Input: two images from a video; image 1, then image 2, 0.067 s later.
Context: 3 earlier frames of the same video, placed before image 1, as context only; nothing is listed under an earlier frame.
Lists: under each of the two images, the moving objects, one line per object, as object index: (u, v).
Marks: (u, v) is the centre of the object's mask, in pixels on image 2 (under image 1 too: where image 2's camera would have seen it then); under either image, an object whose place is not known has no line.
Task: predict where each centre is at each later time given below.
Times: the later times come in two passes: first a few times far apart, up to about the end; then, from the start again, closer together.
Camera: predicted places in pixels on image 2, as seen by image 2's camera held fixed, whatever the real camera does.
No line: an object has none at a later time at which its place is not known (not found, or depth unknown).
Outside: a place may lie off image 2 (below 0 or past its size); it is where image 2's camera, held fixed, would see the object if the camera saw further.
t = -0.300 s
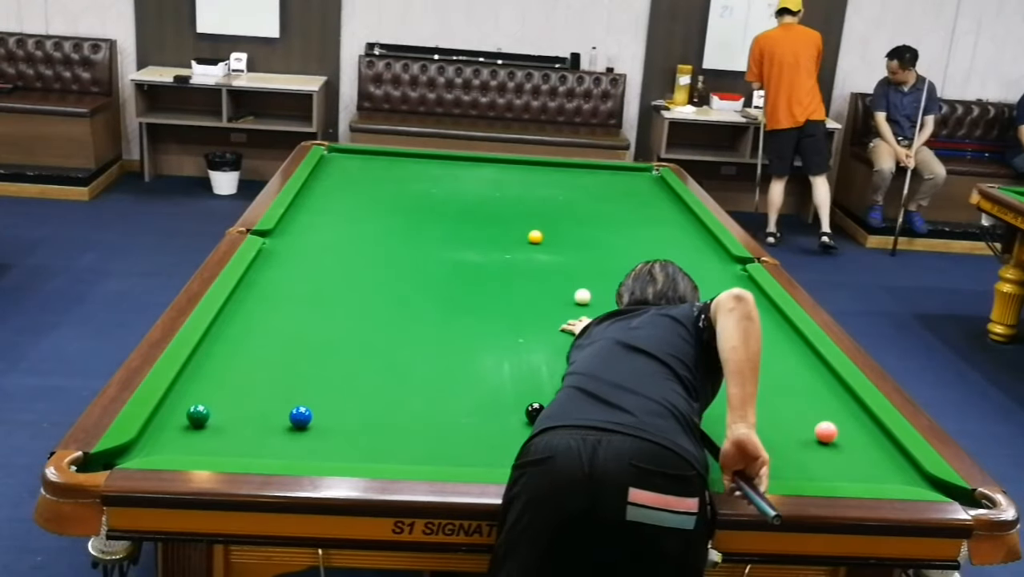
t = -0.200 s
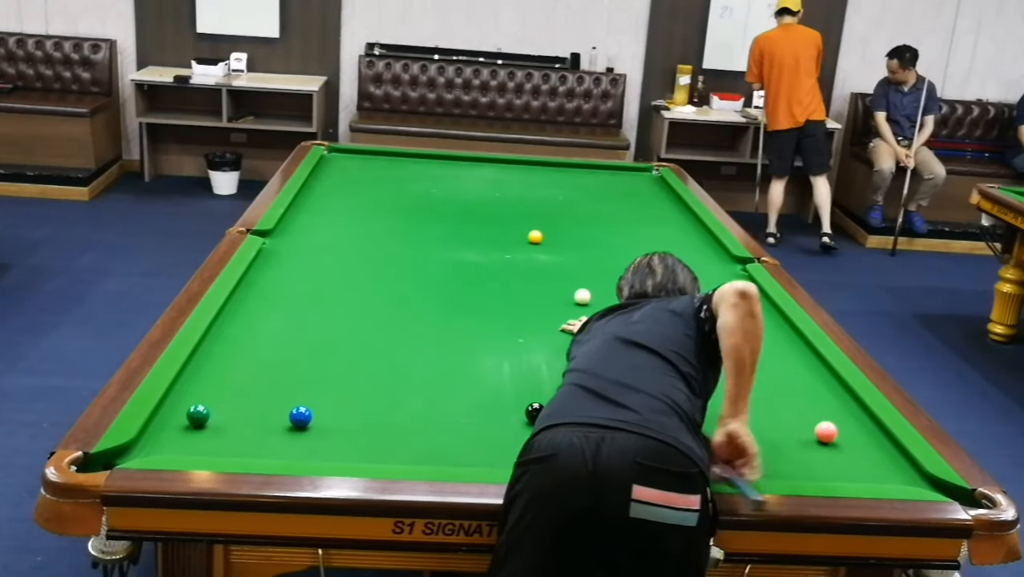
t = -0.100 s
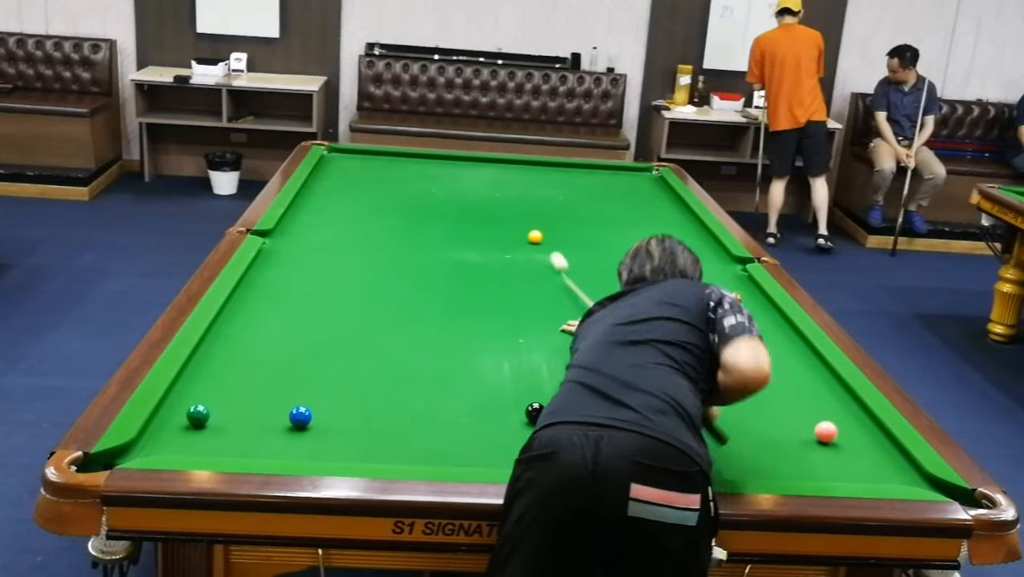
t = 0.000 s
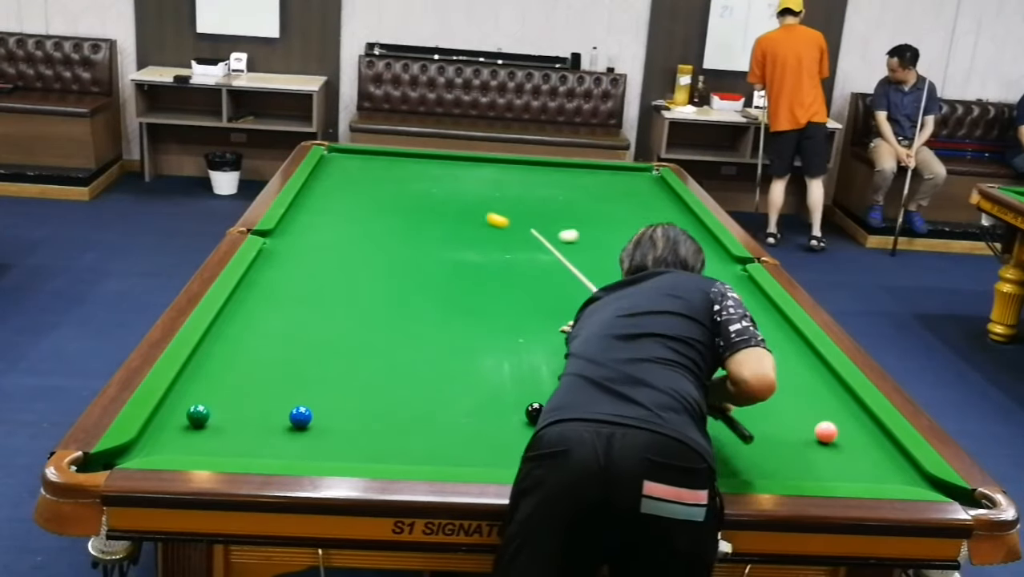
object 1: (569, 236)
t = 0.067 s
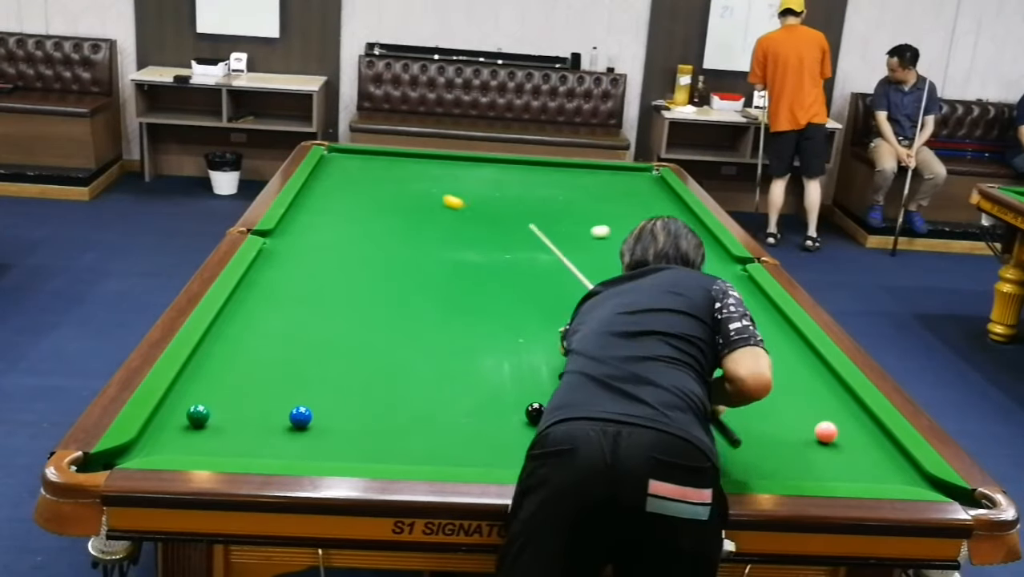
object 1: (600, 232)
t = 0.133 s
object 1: (625, 226)
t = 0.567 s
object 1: (630, 218)
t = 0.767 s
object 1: (593, 216)
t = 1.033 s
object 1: (538, 215)
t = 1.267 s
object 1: (492, 213)
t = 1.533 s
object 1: (438, 212)
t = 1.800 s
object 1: (385, 210)
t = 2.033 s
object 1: (340, 208)
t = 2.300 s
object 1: (298, 207)
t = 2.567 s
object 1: (331, 208)
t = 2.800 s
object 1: (358, 209)
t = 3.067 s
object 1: (387, 210)
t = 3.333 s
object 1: (414, 212)
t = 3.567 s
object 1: (436, 213)
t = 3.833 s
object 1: (460, 214)
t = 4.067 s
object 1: (480, 214)
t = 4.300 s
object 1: (498, 215)
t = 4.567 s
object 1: (517, 216)
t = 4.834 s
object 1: (535, 217)
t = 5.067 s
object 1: (549, 217)
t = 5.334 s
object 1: (564, 218)
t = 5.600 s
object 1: (577, 219)
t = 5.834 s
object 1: (587, 219)
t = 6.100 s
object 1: (598, 220)
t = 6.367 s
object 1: (607, 220)
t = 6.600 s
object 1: (614, 220)
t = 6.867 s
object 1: (620, 220)
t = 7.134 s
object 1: (625, 221)
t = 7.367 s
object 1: (627, 221)
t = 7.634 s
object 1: (629, 221)
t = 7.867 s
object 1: (630, 221)
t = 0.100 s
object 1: (615, 229)
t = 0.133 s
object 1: (625, 226)
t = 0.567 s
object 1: (630, 218)
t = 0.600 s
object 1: (627, 217)
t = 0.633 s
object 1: (620, 217)
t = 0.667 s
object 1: (613, 217)
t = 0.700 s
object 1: (607, 217)
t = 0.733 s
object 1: (600, 217)
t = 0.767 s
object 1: (593, 216)
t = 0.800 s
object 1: (586, 216)
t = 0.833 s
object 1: (579, 216)
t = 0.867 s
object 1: (572, 216)
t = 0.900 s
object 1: (565, 216)
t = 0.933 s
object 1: (559, 216)
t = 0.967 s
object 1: (552, 215)
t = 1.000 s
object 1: (546, 215)
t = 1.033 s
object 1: (538, 215)
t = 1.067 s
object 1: (532, 215)
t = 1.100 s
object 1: (525, 214)
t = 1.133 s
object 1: (518, 214)
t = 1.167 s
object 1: (511, 214)
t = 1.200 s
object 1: (505, 214)
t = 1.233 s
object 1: (498, 214)
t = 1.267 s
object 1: (492, 213)
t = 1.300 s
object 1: (485, 213)
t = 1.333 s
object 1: (478, 213)
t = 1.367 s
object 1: (471, 213)
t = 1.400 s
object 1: (465, 212)
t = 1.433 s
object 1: (458, 212)
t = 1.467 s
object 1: (451, 212)
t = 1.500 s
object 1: (445, 212)
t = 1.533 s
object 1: (438, 212)
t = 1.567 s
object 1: (431, 211)
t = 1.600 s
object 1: (424, 211)
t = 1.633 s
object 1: (418, 211)
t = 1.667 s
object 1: (411, 211)
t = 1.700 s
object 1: (405, 210)
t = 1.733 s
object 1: (398, 210)
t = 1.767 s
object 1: (392, 210)
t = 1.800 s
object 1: (385, 210)
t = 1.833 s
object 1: (379, 209)
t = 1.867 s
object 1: (372, 209)
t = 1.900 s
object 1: (366, 209)
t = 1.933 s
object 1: (359, 209)
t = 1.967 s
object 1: (353, 208)
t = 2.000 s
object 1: (346, 208)
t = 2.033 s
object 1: (340, 208)
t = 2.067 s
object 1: (333, 208)
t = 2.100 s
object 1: (327, 207)
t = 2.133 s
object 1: (320, 207)
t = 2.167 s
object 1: (314, 207)
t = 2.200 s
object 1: (307, 207)
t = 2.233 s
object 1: (301, 207)
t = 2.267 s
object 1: (295, 206)
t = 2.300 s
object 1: (298, 207)
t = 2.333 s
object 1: (302, 207)
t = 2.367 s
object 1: (307, 207)
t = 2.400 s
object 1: (311, 207)
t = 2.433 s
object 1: (315, 207)
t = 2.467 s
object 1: (319, 207)
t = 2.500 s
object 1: (323, 207)
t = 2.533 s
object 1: (326, 208)
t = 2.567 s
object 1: (331, 208)
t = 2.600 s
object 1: (335, 208)
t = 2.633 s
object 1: (339, 208)
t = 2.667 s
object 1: (343, 208)
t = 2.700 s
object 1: (347, 209)
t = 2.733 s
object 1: (351, 209)
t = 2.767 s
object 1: (354, 209)
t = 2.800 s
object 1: (358, 209)
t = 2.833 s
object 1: (362, 209)
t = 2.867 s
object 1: (366, 209)
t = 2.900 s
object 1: (369, 210)
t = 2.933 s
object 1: (373, 210)
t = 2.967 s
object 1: (376, 210)
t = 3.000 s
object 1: (380, 210)
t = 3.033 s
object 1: (384, 210)
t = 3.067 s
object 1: (387, 210)
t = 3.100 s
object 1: (391, 210)
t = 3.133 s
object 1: (394, 211)
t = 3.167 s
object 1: (398, 211)
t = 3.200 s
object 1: (401, 211)
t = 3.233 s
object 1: (405, 211)
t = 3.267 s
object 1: (408, 211)
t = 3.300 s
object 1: (411, 211)
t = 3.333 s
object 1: (414, 212)
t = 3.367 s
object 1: (417, 212)
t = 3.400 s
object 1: (420, 212)
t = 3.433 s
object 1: (423, 212)
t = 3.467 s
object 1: (427, 212)
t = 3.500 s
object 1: (430, 212)
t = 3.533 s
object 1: (433, 212)
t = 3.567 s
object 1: (436, 213)
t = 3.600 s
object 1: (440, 213)
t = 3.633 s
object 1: (443, 213)
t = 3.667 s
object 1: (446, 213)
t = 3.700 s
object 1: (449, 213)
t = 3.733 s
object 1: (451, 213)
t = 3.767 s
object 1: (454, 213)
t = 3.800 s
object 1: (457, 214)
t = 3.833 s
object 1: (460, 214)
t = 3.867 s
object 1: (463, 214)
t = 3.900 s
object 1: (466, 214)
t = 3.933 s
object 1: (469, 214)
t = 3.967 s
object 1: (472, 214)
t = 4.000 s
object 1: (474, 214)
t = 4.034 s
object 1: (477, 214)
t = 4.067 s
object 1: (480, 214)
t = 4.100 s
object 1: (482, 214)
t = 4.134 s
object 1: (485, 215)
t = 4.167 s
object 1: (487, 215)
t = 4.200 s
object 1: (490, 215)
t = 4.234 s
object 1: (493, 215)
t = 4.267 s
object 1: (495, 215)
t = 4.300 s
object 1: (498, 215)
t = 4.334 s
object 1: (501, 215)
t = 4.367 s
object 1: (503, 215)
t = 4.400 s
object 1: (505, 215)
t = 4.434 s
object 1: (508, 216)
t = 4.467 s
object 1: (510, 216)
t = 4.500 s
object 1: (513, 216)
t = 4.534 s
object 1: (515, 216)
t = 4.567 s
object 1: (517, 216)
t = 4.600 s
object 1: (519, 216)
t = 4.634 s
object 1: (522, 216)
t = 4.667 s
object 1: (524, 216)
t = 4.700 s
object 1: (526, 217)
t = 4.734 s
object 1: (528, 217)
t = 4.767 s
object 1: (531, 217)
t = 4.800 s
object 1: (533, 217)
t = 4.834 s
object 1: (535, 217)
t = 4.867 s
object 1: (537, 217)
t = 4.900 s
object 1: (539, 217)
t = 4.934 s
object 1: (541, 217)
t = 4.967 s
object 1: (543, 217)
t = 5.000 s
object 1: (545, 217)
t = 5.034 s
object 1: (547, 217)
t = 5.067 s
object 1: (549, 217)
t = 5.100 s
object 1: (551, 217)
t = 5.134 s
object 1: (553, 218)
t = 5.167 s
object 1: (555, 218)
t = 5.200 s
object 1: (557, 218)
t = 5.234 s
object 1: (558, 218)
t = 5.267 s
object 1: (560, 218)
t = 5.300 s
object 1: (562, 218)
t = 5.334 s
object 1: (564, 218)
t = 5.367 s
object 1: (565, 218)
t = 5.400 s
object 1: (567, 218)
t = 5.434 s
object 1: (569, 218)
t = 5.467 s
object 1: (570, 218)
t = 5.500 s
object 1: (572, 218)
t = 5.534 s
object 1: (574, 218)
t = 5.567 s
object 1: (575, 219)
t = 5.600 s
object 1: (577, 219)
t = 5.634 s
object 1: (579, 219)
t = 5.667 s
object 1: (580, 219)
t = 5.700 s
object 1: (582, 219)
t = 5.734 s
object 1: (583, 219)
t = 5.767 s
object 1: (585, 219)
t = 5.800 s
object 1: (586, 219)
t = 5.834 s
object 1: (587, 219)
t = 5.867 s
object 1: (589, 219)
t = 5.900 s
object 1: (590, 219)
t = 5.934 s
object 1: (592, 219)
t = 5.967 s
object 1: (593, 219)
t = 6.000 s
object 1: (594, 220)
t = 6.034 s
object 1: (596, 219)
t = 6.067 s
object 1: (597, 220)
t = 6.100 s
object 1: (598, 220)
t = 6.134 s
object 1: (599, 220)
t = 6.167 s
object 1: (601, 220)
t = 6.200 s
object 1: (602, 220)
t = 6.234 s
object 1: (603, 220)
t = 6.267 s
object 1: (604, 220)
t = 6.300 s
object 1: (605, 220)
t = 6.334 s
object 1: (606, 220)
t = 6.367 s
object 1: (607, 220)
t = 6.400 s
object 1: (608, 220)
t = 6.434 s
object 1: (609, 220)
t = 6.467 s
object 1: (610, 220)
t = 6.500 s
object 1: (611, 220)
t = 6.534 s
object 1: (612, 220)
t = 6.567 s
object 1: (613, 220)
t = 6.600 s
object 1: (614, 220)
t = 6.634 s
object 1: (615, 220)
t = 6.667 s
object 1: (615, 220)
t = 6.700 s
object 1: (616, 220)
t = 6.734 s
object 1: (617, 220)
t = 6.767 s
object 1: (618, 220)
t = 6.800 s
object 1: (619, 220)
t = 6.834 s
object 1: (619, 220)
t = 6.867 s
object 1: (620, 220)
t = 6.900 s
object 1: (621, 220)
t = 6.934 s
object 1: (621, 221)
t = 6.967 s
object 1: (622, 221)
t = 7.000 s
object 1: (623, 221)
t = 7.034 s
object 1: (623, 221)
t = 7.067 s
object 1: (624, 221)
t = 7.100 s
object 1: (624, 221)
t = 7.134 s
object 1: (625, 221)
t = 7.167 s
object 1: (624, 221)
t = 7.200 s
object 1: (625, 221)
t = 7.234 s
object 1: (626, 221)
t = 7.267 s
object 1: (627, 221)
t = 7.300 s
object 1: (627, 221)
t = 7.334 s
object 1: (627, 221)
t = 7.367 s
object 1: (627, 221)
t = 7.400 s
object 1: (628, 221)
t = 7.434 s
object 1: (628, 221)
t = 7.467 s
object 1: (628, 221)
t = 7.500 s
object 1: (629, 221)
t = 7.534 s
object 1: (629, 221)
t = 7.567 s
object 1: (629, 221)
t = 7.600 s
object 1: (629, 221)
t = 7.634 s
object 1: (629, 221)
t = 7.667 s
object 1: (629, 221)
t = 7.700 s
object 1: (630, 221)
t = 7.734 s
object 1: (630, 221)
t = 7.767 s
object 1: (630, 221)
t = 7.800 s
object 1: (630, 221)
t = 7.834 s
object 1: (630, 221)
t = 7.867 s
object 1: (630, 221)
